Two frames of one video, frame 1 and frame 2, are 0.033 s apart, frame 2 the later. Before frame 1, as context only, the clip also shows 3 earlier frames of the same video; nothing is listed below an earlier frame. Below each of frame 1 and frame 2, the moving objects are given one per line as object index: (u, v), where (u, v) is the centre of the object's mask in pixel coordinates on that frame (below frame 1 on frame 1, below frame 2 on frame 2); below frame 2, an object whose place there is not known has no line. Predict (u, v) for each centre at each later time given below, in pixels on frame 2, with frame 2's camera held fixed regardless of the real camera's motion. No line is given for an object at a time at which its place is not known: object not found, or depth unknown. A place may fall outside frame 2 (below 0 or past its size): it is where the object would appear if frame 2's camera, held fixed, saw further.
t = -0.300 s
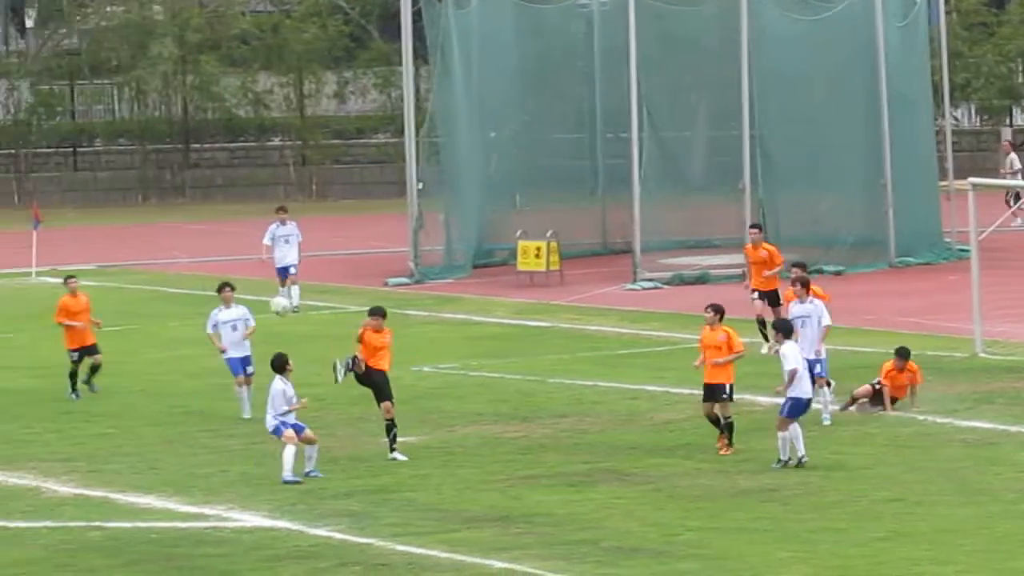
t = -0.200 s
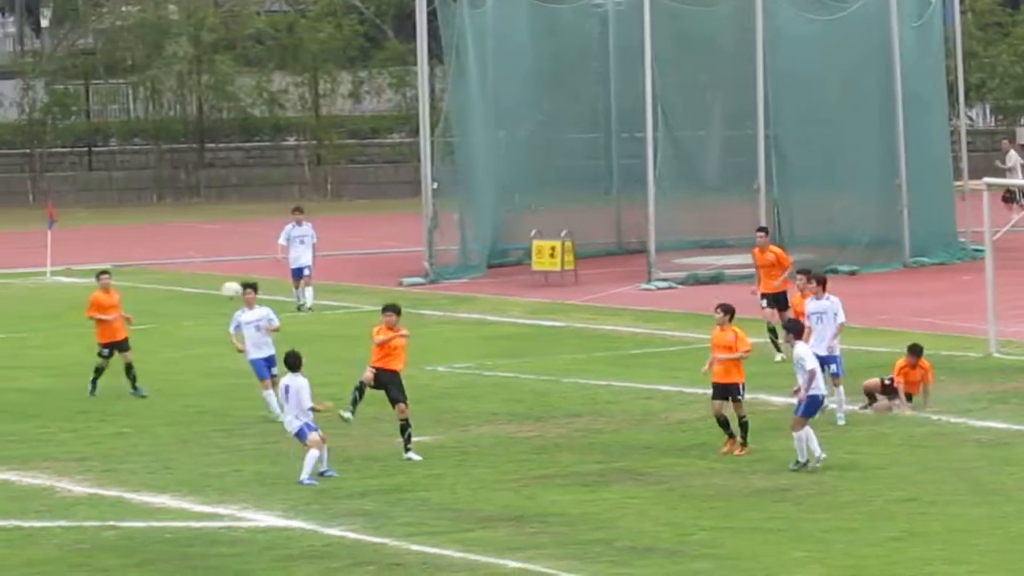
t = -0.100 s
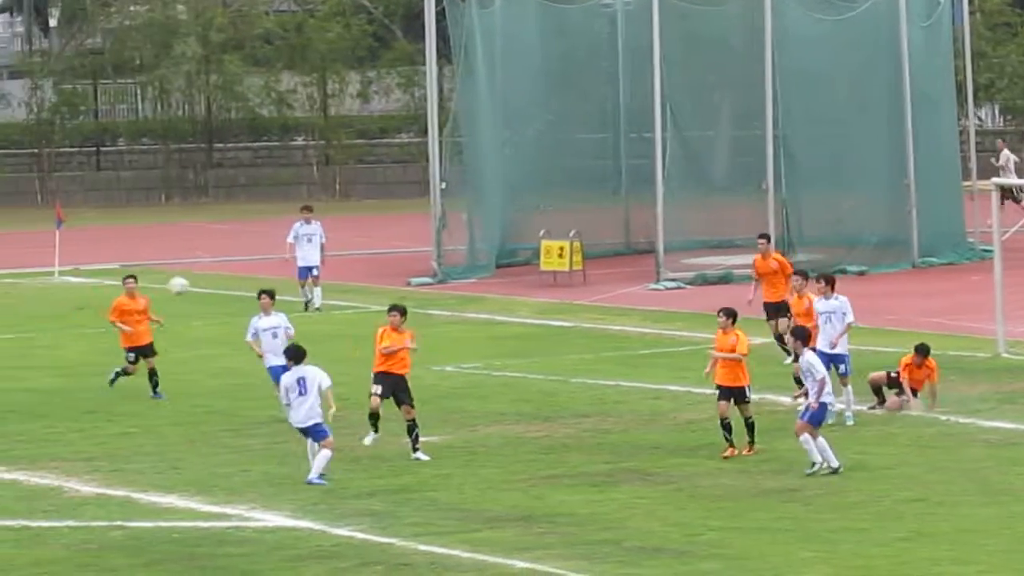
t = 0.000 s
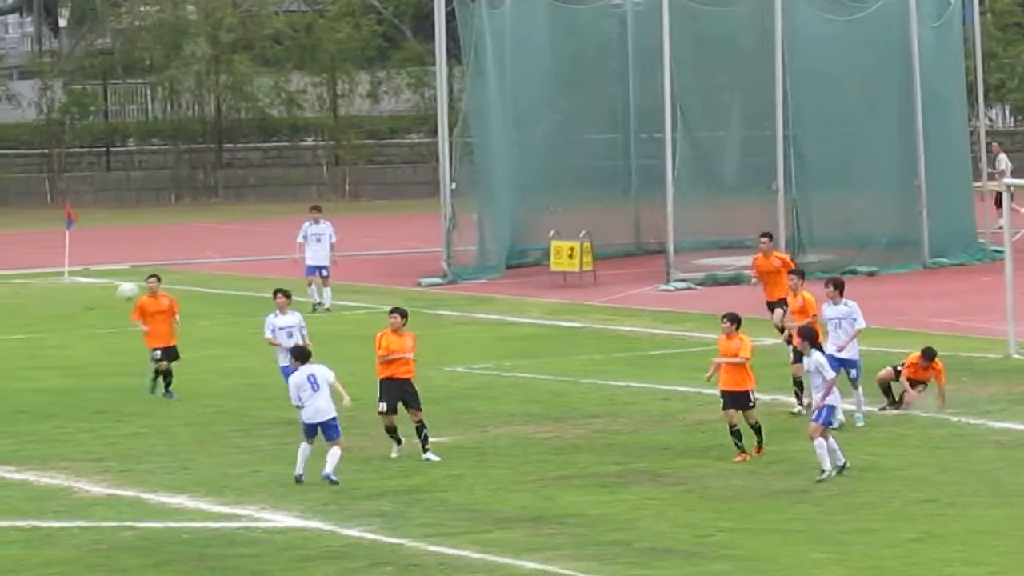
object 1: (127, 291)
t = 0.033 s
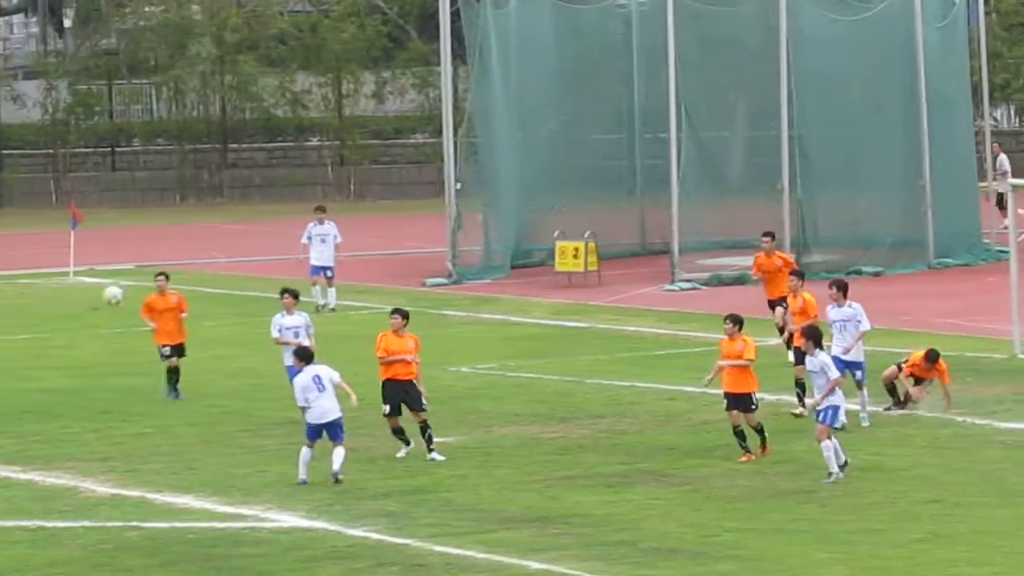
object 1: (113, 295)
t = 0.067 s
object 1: (94, 301)
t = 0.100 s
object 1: (75, 308)
